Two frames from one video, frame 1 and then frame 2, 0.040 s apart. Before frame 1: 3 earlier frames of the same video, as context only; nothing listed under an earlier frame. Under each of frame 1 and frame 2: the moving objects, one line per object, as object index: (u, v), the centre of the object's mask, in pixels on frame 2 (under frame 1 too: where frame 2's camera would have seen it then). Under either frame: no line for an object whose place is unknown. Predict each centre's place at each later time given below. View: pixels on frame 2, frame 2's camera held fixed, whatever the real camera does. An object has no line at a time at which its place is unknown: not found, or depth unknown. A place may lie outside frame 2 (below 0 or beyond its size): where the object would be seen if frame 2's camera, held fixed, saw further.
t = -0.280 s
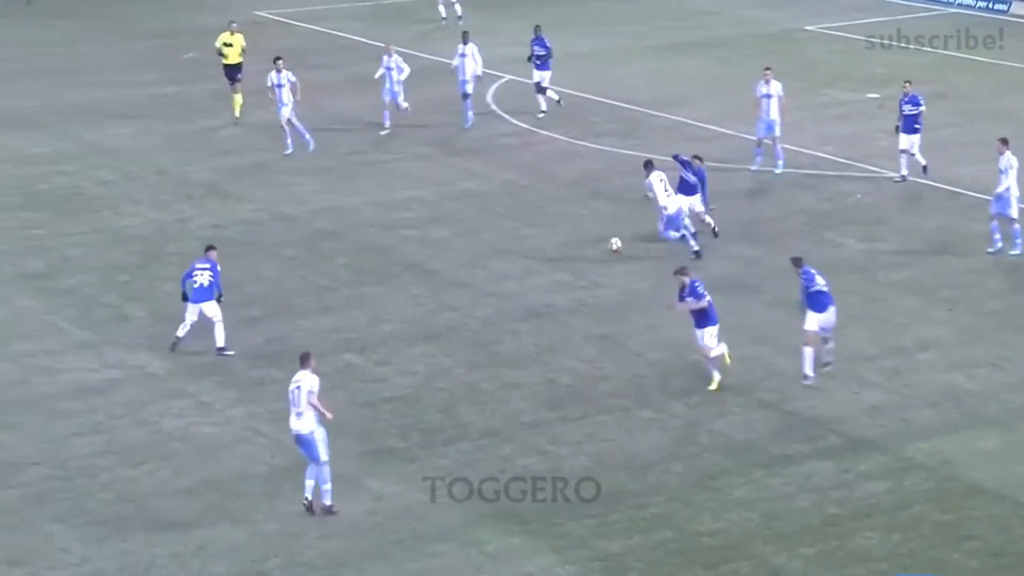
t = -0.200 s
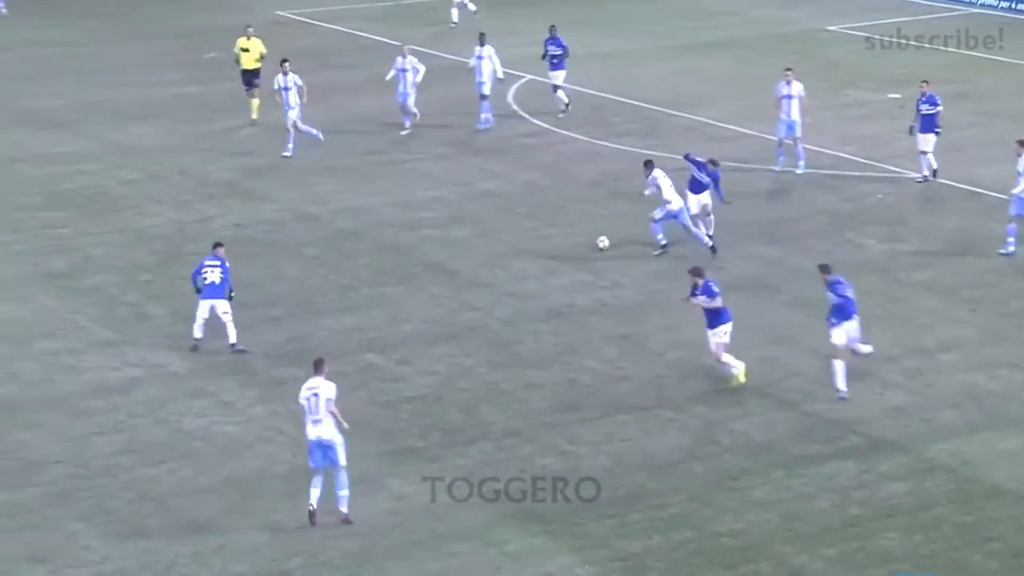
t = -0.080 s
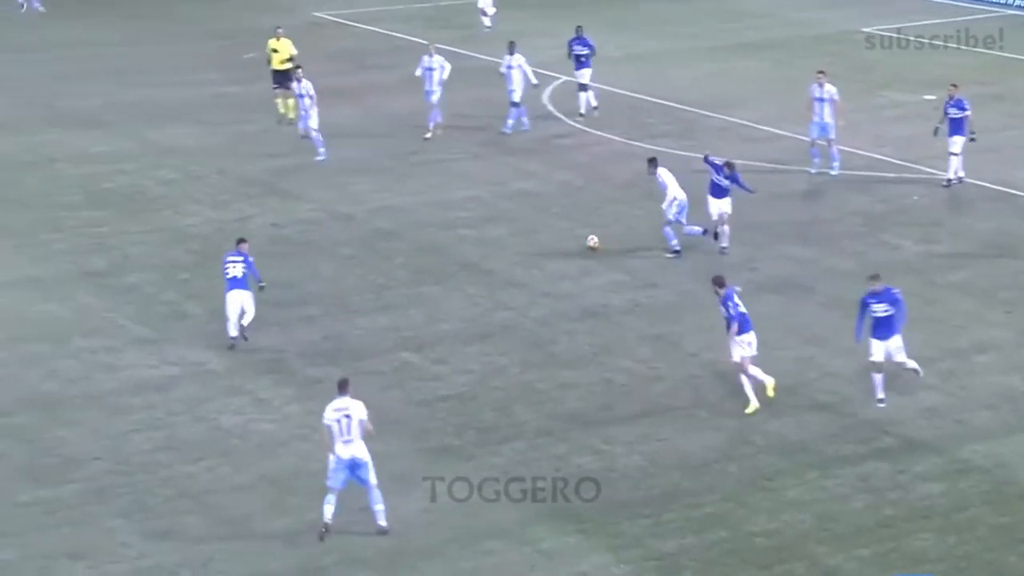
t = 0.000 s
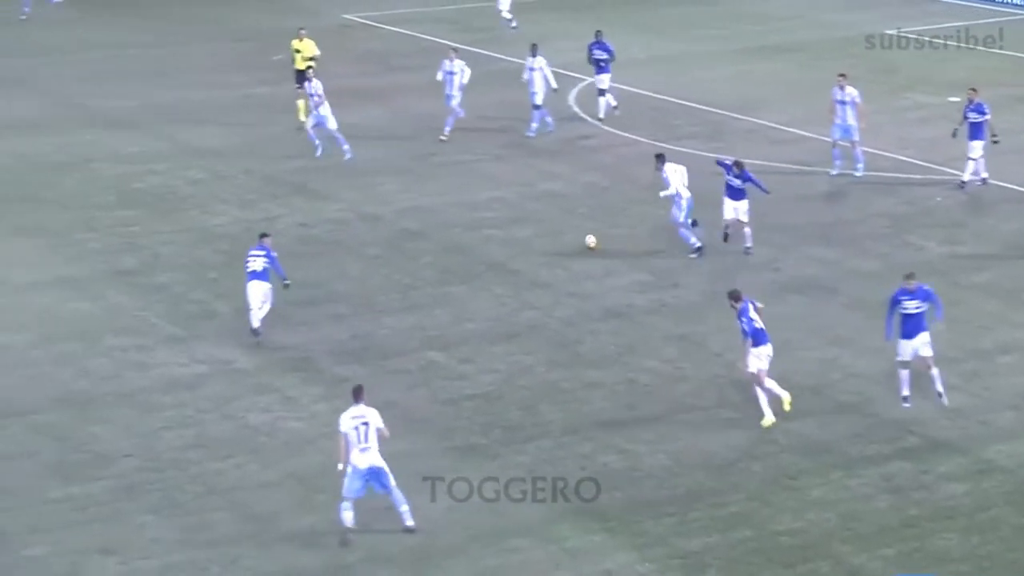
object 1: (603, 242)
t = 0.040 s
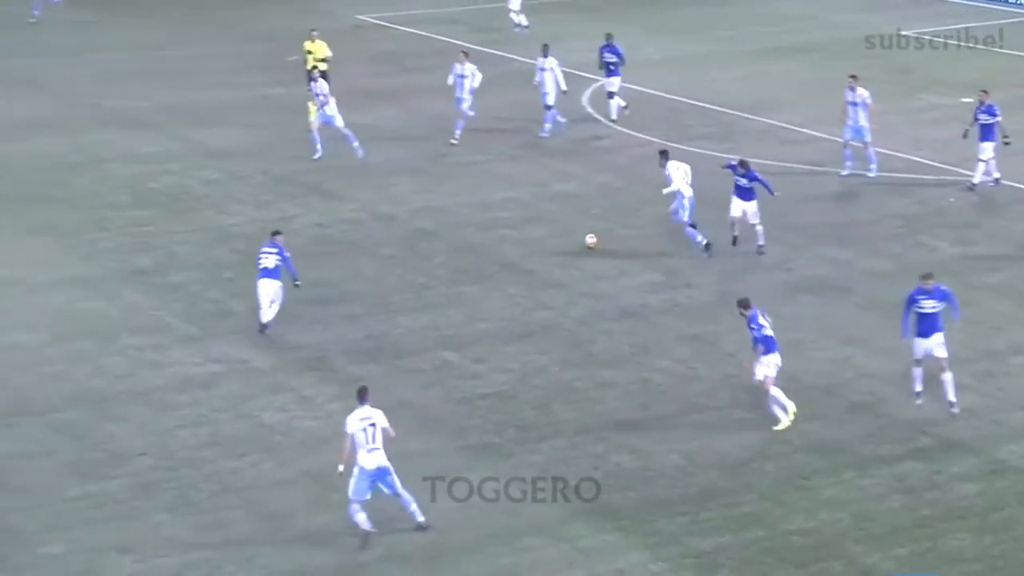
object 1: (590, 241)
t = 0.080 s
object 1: (579, 241)
